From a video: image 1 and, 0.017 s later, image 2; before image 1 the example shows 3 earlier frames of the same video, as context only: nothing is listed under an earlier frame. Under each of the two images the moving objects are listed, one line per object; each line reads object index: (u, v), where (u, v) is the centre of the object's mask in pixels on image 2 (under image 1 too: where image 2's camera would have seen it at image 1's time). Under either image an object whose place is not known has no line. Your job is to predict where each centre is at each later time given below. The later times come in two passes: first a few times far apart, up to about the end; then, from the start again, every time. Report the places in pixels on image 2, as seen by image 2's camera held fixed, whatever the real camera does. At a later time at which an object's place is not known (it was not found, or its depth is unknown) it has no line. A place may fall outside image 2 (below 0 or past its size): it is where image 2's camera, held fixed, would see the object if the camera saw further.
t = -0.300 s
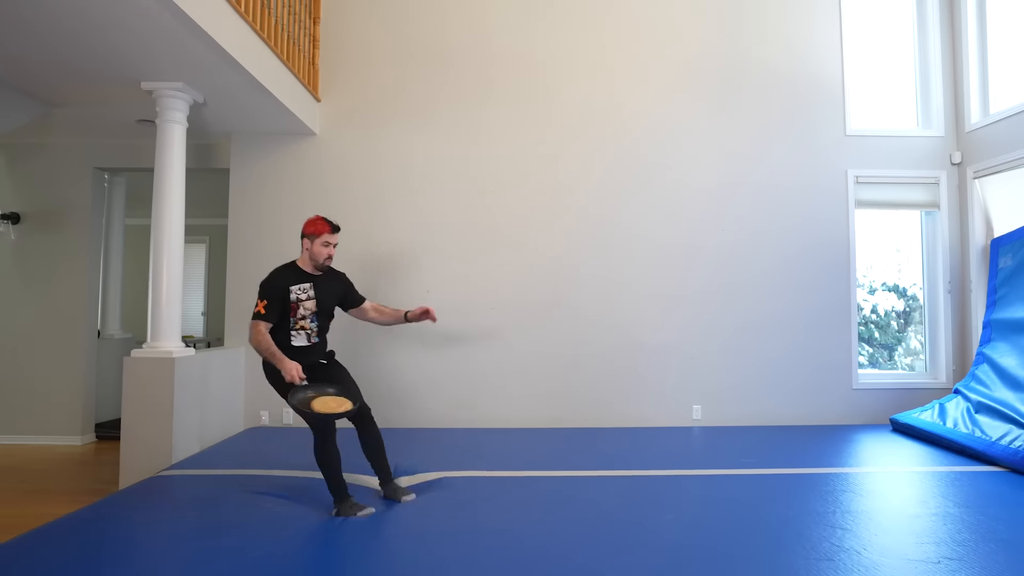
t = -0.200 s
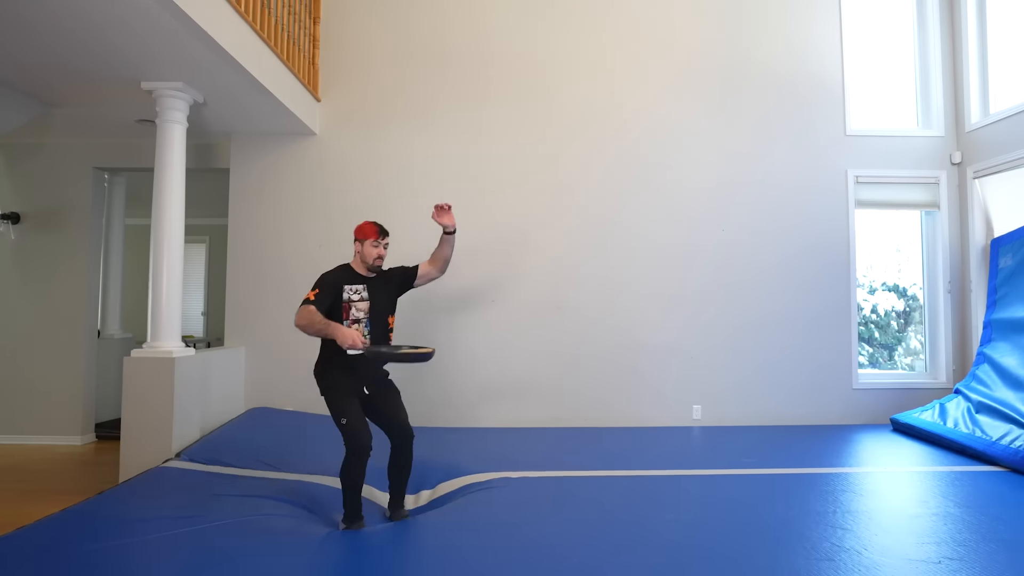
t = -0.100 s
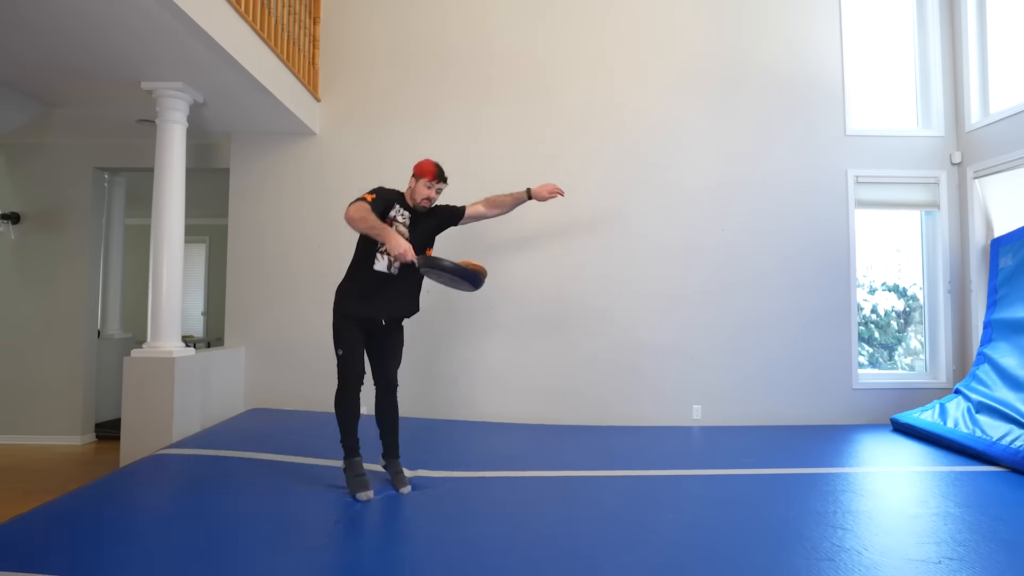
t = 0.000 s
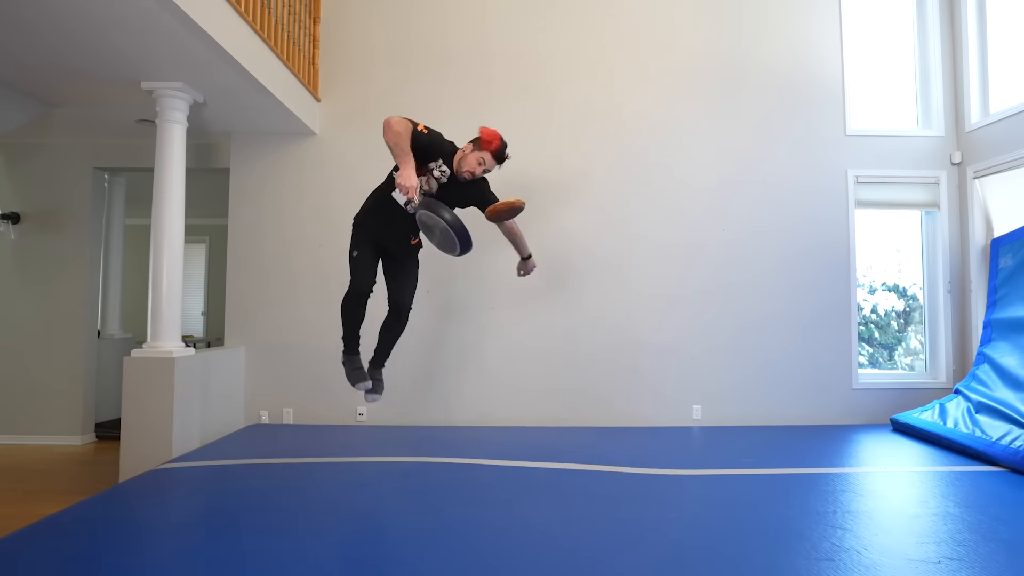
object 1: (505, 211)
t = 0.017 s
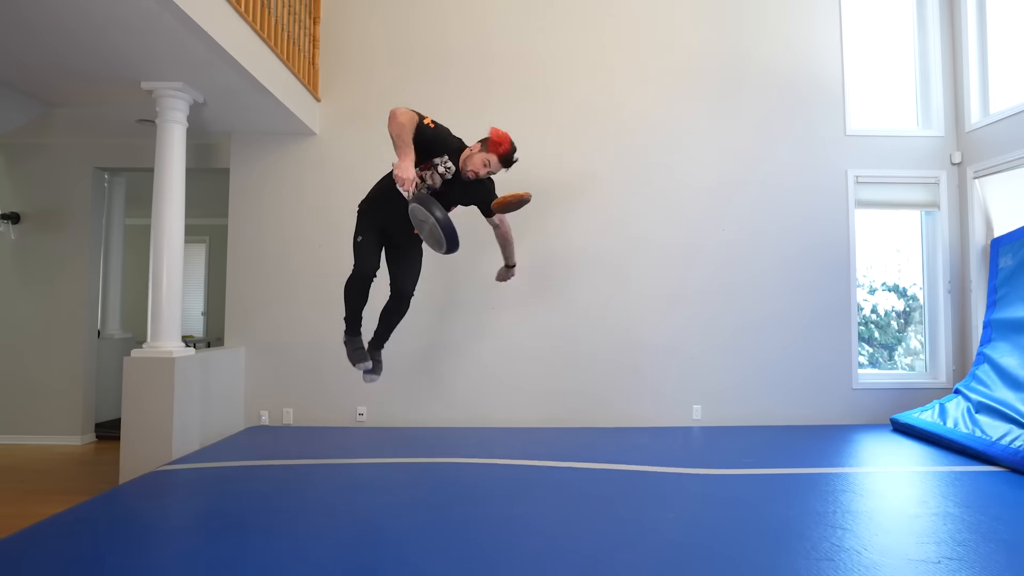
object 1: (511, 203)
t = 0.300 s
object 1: (618, 161)
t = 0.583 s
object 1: (722, 296)
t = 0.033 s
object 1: (517, 195)
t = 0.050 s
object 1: (523, 188)
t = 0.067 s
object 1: (530, 182)
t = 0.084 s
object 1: (536, 177)
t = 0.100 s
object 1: (543, 172)
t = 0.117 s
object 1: (549, 168)
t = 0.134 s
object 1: (555, 164)
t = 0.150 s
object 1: (562, 161)
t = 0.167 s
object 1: (568, 158)
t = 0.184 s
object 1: (575, 156)
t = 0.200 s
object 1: (581, 155)
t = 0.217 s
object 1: (588, 154)
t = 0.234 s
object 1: (594, 154)
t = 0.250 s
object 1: (600, 155)
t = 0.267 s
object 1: (606, 156)
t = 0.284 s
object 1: (612, 158)
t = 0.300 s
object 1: (618, 161)
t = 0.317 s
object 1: (625, 164)
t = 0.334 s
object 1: (631, 167)
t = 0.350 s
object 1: (637, 172)
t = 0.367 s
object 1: (642, 177)
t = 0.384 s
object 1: (648, 182)
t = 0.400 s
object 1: (655, 189)
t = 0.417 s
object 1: (661, 195)
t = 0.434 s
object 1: (667, 203)
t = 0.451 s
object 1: (673, 211)
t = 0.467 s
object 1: (679, 219)
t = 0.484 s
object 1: (685, 229)
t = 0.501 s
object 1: (692, 239)
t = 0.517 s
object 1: (698, 250)
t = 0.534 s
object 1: (704, 260)
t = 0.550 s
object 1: (710, 271)
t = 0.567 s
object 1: (716, 283)
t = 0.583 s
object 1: (722, 296)
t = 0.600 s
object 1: (728, 309)
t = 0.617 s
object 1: (734, 323)
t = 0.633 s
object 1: (740, 337)
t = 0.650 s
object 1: (747, 352)
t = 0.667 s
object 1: (753, 368)
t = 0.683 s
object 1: (759, 384)
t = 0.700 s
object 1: (765, 401)
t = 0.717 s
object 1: (771, 418)
